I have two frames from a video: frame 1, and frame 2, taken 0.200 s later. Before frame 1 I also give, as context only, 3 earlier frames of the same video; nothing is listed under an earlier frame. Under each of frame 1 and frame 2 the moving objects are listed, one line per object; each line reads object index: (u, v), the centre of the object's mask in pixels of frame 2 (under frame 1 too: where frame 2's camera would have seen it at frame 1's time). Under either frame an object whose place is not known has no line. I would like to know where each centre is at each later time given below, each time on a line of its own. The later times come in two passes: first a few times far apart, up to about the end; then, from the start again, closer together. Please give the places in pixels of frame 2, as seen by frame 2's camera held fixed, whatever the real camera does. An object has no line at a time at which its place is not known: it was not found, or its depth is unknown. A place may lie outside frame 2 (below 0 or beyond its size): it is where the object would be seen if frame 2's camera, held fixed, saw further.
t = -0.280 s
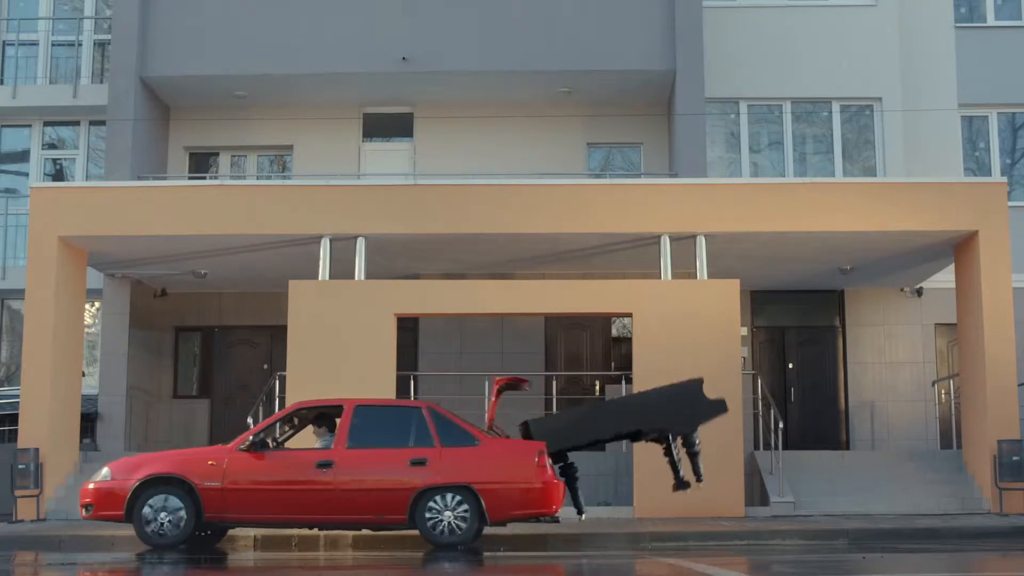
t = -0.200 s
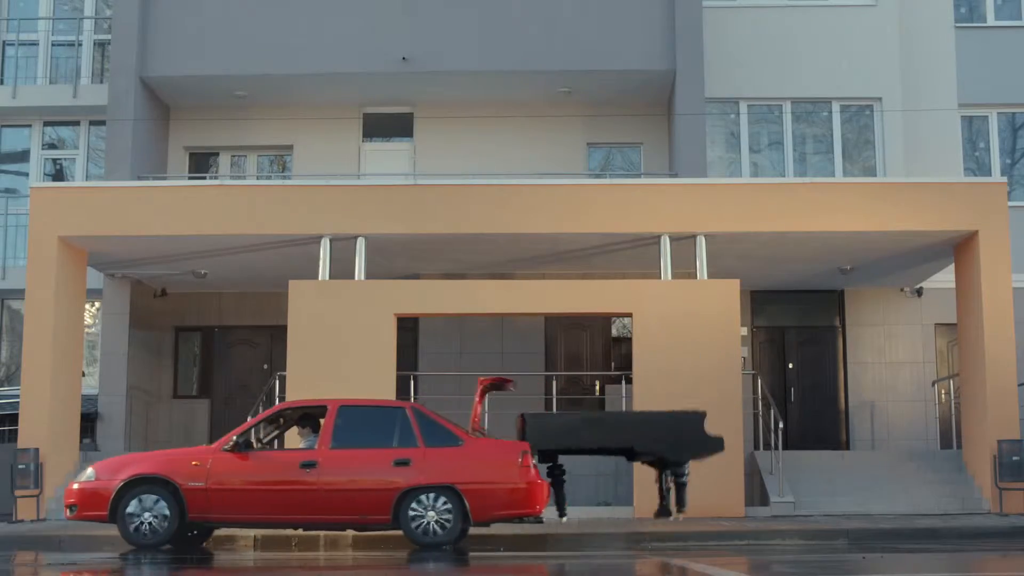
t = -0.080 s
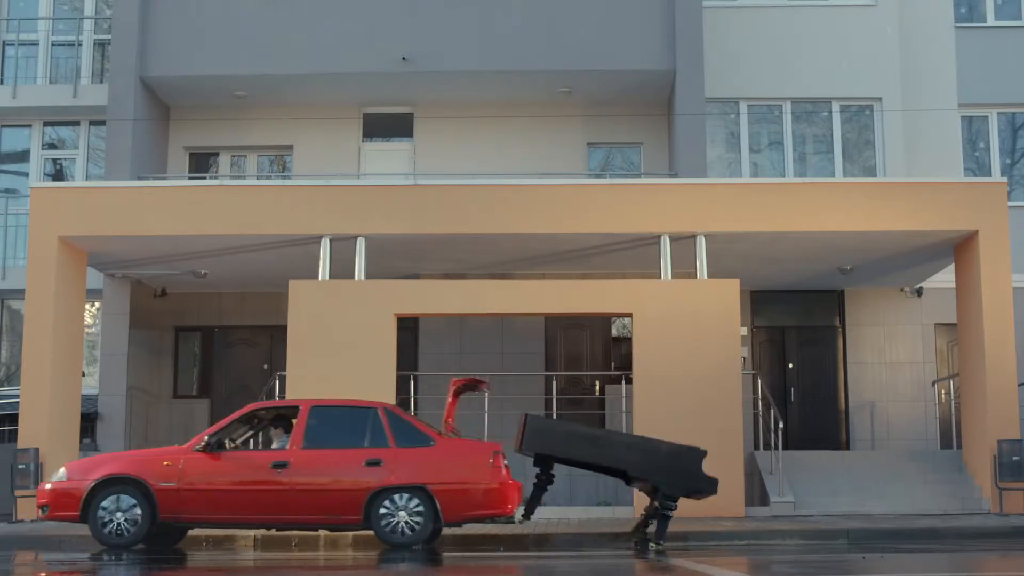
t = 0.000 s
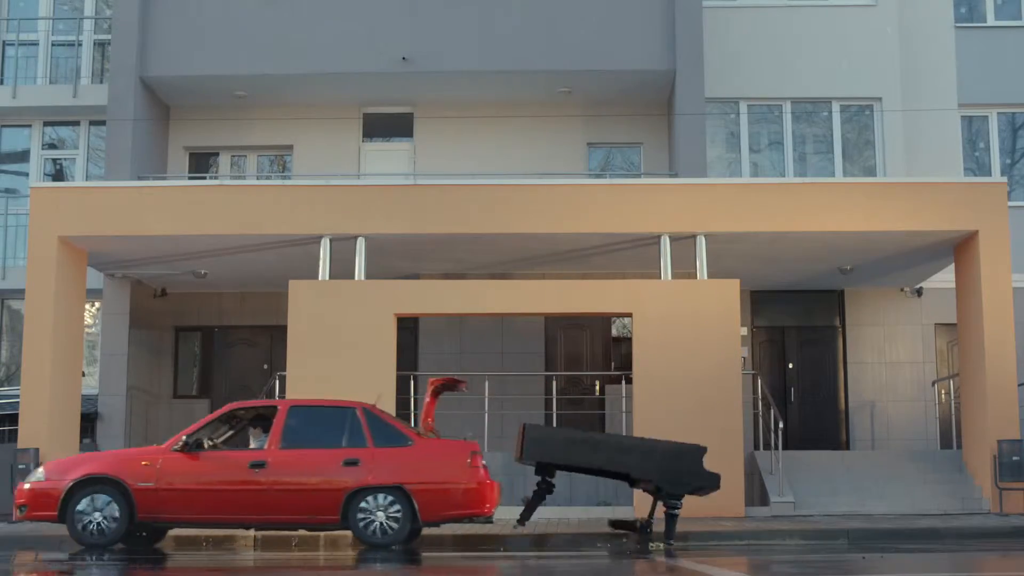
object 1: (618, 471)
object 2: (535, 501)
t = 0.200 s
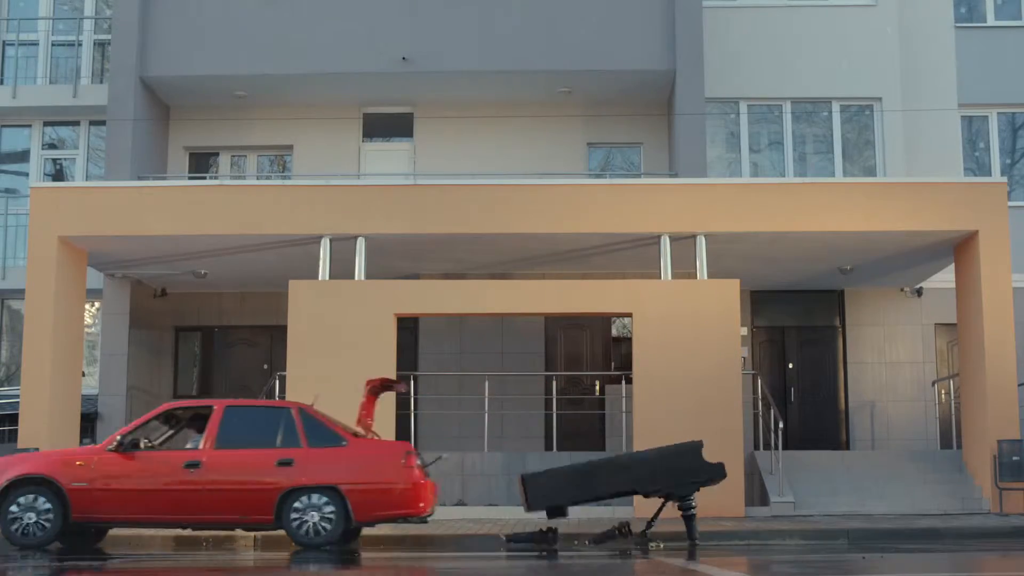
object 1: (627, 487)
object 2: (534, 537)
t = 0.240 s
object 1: (623, 490)
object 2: (541, 532)
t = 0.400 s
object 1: (635, 495)
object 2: (534, 538)
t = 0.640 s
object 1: (658, 494)
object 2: (536, 536)
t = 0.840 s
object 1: (661, 496)
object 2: (535, 538)
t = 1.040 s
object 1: (652, 503)
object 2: (531, 538)
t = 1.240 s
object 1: (653, 504)
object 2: (529, 538)
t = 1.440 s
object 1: (653, 504)
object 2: (529, 538)
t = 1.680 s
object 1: (653, 504)
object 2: (529, 538)
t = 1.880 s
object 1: (653, 504)
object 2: (530, 538)
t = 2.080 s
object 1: (653, 504)
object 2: (530, 538)
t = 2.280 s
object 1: (653, 504)
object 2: (531, 538)
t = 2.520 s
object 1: (653, 504)
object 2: (531, 538)
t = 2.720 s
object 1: (653, 504)
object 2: (531, 538)
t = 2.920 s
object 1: (653, 504)
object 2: (531, 538)
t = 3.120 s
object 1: (653, 504)
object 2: (530, 538)
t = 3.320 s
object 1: (653, 504)
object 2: (531, 538)
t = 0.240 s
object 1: (623, 490)
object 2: (541, 532)
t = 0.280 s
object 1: (625, 492)
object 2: (535, 536)
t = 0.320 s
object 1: (628, 493)
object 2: (535, 537)
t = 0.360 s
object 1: (637, 491)
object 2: (535, 537)
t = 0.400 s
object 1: (635, 495)
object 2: (534, 538)
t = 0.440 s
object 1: (639, 500)
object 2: (534, 538)
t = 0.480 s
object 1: (642, 499)
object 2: (536, 537)
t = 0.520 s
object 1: (645, 499)
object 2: (537, 536)
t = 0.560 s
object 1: (653, 496)
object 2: (537, 535)
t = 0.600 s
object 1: (656, 495)
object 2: (536, 535)
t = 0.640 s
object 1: (658, 494)
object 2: (536, 536)
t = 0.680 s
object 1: (659, 494)
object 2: (536, 537)
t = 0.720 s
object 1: (663, 490)
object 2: (535, 537)
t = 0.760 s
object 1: (661, 495)
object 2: (535, 538)
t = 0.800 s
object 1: (663, 493)
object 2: (535, 537)
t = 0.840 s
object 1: (661, 496)
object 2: (535, 538)
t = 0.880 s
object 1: (661, 499)
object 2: (535, 537)
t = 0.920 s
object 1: (654, 502)
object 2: (535, 538)
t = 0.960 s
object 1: (654, 504)
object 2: (534, 538)
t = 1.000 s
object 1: (653, 504)
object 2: (532, 538)
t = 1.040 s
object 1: (652, 503)
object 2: (531, 538)
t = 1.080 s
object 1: (652, 504)
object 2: (530, 538)
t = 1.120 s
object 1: (652, 504)
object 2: (530, 538)
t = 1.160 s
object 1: (652, 504)
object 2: (529, 538)
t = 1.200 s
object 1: (652, 504)
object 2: (529, 538)
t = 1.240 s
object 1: (653, 504)
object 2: (529, 538)
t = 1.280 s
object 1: (653, 504)
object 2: (529, 538)
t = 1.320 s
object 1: (653, 504)
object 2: (529, 538)
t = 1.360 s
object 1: (653, 504)
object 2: (529, 538)
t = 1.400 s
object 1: (653, 504)
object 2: (529, 538)
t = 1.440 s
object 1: (653, 504)
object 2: (529, 538)
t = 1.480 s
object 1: (653, 504)
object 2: (529, 538)
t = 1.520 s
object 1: (653, 504)
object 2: (529, 538)
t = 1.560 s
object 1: (653, 504)
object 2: (529, 538)
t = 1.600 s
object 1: (653, 504)
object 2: (529, 538)
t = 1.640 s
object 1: (653, 504)
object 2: (529, 538)
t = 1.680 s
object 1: (653, 504)
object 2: (529, 538)
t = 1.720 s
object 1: (653, 504)
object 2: (529, 538)
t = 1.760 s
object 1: (653, 504)
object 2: (529, 538)
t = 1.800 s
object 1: (653, 504)
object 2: (529, 538)
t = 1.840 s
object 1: (653, 504)
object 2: (529, 538)
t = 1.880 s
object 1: (653, 504)
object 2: (530, 538)
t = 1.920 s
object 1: (653, 504)
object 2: (530, 538)
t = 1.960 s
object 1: (653, 504)
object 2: (530, 538)
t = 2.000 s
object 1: (653, 504)
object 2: (530, 538)
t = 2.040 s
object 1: (654, 504)
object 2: (530, 538)
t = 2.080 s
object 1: (653, 504)
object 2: (530, 538)
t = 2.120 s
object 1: (654, 504)
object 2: (530, 538)
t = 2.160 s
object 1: (653, 504)
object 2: (530, 538)
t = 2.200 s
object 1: (653, 504)
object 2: (530, 538)
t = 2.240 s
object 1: (653, 504)
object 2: (531, 538)
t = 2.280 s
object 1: (653, 504)
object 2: (531, 538)
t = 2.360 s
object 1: (653, 504)
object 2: (531, 538)
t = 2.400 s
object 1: (653, 504)
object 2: (531, 538)
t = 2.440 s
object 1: (653, 504)
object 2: (531, 538)
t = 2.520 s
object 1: (653, 504)
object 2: (531, 538)
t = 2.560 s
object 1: (653, 504)
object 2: (531, 538)
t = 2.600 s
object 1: (653, 504)
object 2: (531, 538)
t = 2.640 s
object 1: (653, 504)
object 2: (531, 538)
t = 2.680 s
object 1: (653, 504)
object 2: (531, 538)
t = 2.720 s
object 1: (653, 504)
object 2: (531, 538)
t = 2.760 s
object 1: (653, 504)
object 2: (531, 538)
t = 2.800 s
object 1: (653, 504)
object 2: (531, 538)
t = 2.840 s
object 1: (653, 504)
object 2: (531, 538)
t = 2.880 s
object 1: (653, 504)
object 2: (531, 538)
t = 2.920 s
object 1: (653, 504)
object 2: (531, 538)
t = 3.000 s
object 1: (653, 504)
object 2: (531, 538)
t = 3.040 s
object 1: (653, 504)
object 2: (531, 538)
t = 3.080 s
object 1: (653, 504)
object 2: (531, 538)
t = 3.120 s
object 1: (653, 504)
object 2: (530, 538)
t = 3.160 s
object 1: (653, 504)
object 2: (530, 538)
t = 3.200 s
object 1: (653, 504)
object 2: (530, 538)
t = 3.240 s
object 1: (653, 504)
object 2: (531, 538)
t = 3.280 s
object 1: (653, 504)
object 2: (531, 538)
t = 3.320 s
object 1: (653, 504)
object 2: (531, 538)
